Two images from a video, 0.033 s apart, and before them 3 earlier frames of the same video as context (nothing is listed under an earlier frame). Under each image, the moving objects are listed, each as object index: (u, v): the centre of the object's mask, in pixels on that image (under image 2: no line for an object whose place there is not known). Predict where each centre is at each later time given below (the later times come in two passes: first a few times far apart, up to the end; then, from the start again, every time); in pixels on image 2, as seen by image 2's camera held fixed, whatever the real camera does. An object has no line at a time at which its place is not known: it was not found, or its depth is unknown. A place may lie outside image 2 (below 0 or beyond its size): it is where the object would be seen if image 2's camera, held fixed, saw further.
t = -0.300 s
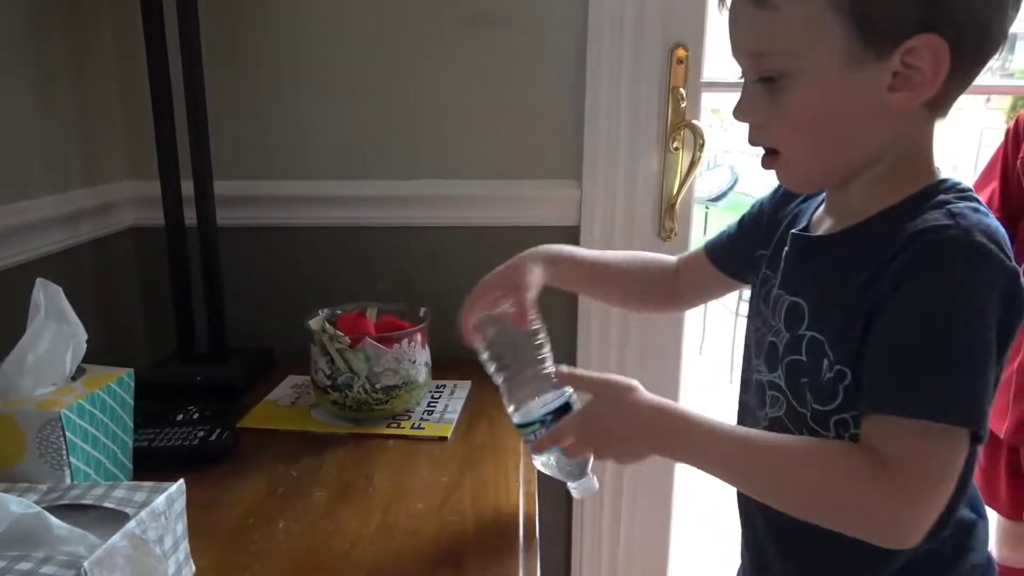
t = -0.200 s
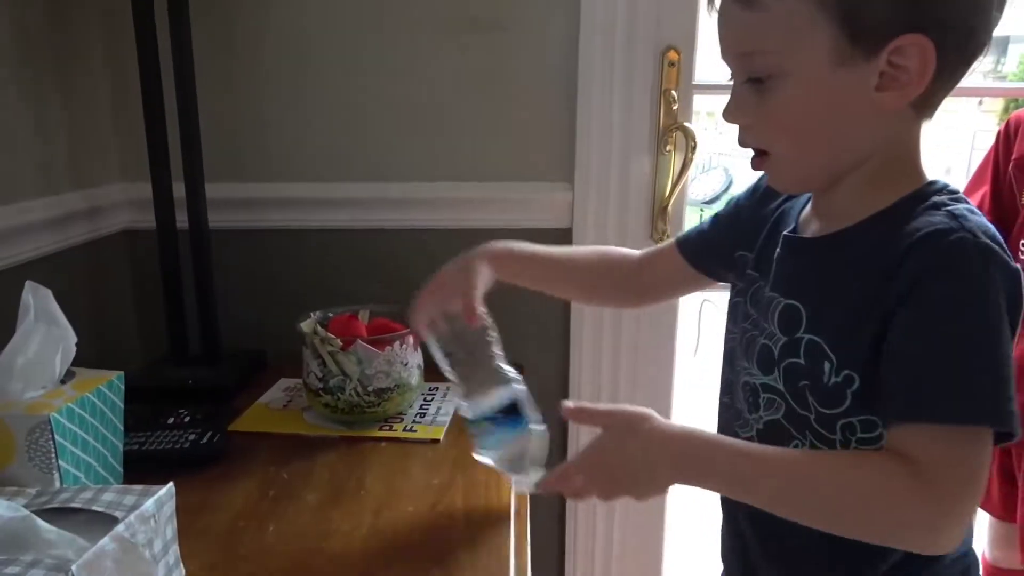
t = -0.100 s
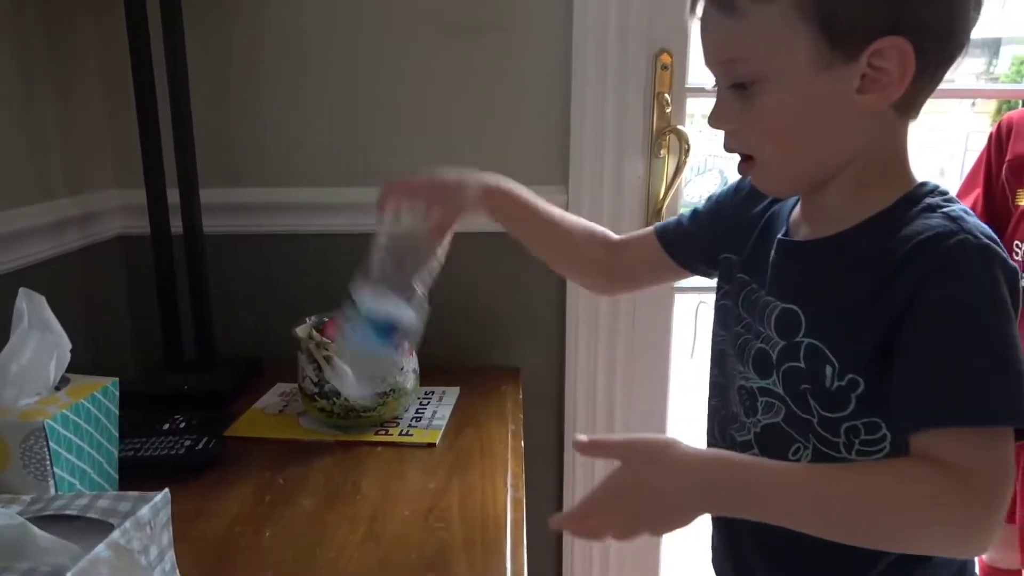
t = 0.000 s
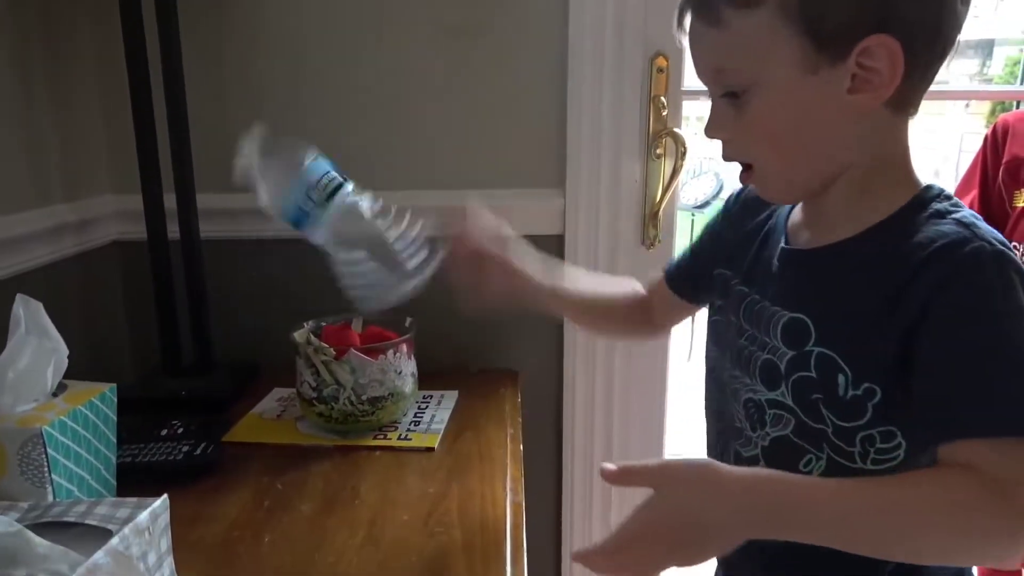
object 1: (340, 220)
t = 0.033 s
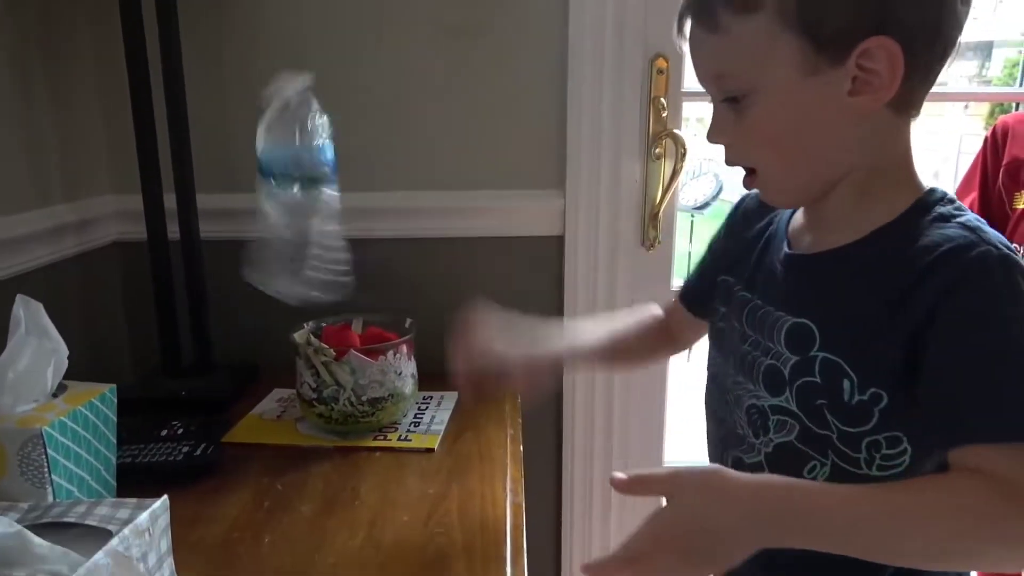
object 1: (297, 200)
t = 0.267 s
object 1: (270, 220)
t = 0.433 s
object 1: (302, 387)
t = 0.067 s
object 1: (271, 157)
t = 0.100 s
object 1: (258, 125)
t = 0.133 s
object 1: (255, 110)
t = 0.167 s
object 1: (261, 115)
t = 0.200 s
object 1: (263, 136)
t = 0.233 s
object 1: (267, 172)
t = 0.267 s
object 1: (270, 220)
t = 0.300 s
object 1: (274, 281)
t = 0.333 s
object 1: (279, 350)
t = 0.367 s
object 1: (283, 390)
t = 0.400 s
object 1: (291, 388)
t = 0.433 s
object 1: (302, 387)
